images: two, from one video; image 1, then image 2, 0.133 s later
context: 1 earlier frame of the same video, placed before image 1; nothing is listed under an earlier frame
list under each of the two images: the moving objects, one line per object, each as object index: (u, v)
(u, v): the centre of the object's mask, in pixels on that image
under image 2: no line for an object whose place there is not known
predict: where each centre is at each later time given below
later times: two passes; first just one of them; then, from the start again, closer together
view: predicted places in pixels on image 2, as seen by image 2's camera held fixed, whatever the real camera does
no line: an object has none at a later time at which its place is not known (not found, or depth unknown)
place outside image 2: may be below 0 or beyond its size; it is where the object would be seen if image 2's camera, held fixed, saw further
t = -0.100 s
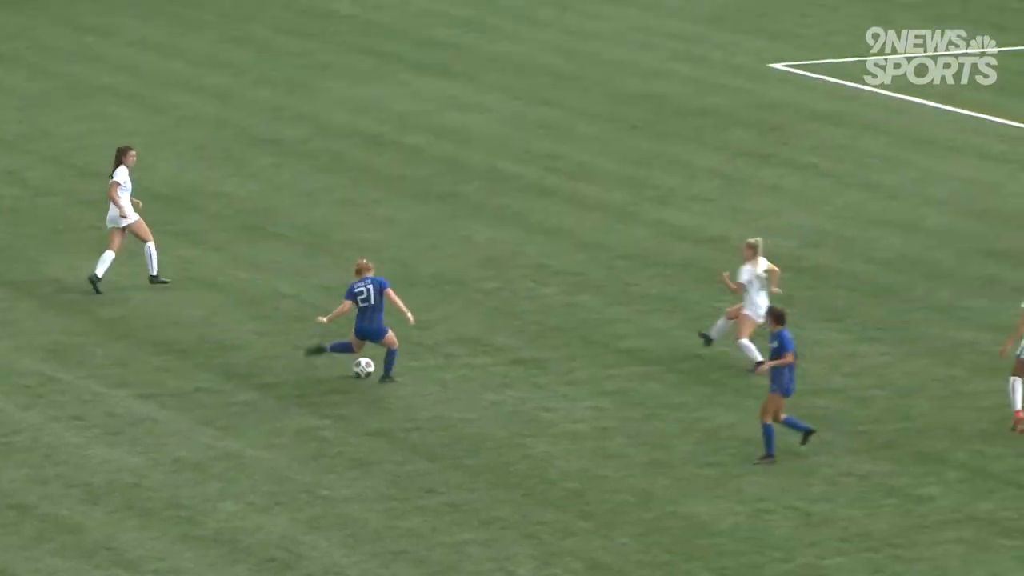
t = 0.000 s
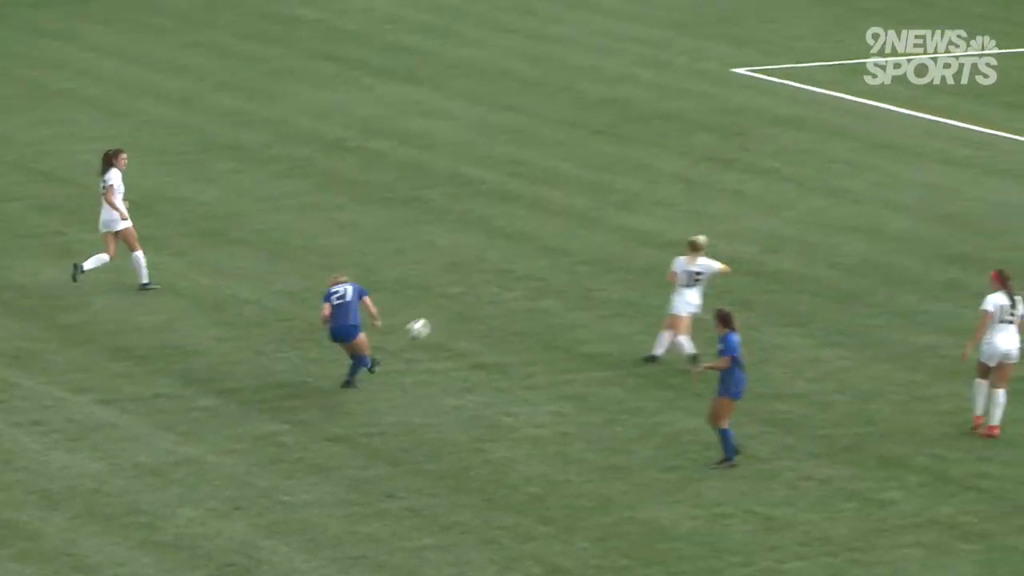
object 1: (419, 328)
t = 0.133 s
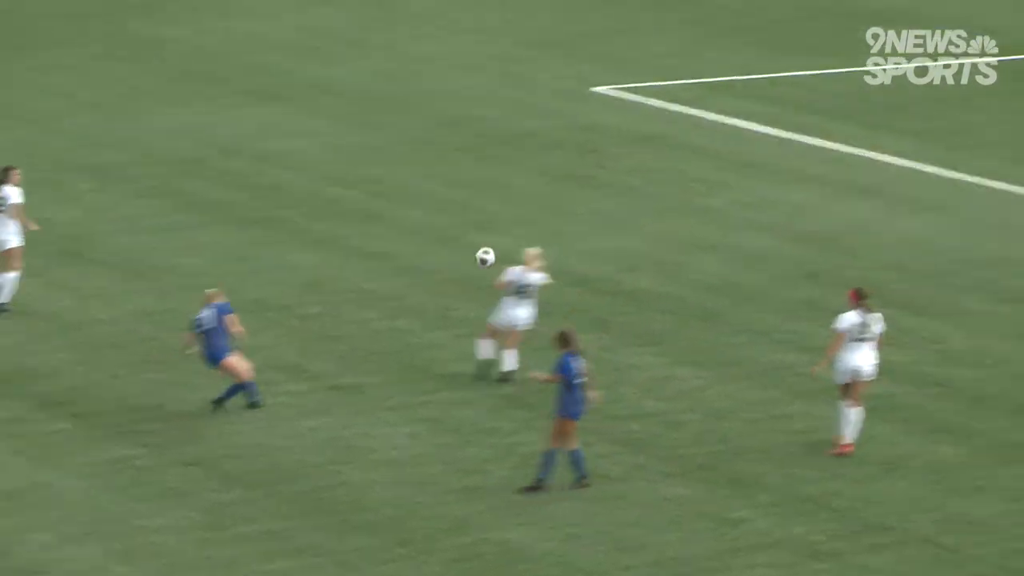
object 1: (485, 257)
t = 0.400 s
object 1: (865, 113)
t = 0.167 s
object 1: (534, 235)
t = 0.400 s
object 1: (865, 113)
